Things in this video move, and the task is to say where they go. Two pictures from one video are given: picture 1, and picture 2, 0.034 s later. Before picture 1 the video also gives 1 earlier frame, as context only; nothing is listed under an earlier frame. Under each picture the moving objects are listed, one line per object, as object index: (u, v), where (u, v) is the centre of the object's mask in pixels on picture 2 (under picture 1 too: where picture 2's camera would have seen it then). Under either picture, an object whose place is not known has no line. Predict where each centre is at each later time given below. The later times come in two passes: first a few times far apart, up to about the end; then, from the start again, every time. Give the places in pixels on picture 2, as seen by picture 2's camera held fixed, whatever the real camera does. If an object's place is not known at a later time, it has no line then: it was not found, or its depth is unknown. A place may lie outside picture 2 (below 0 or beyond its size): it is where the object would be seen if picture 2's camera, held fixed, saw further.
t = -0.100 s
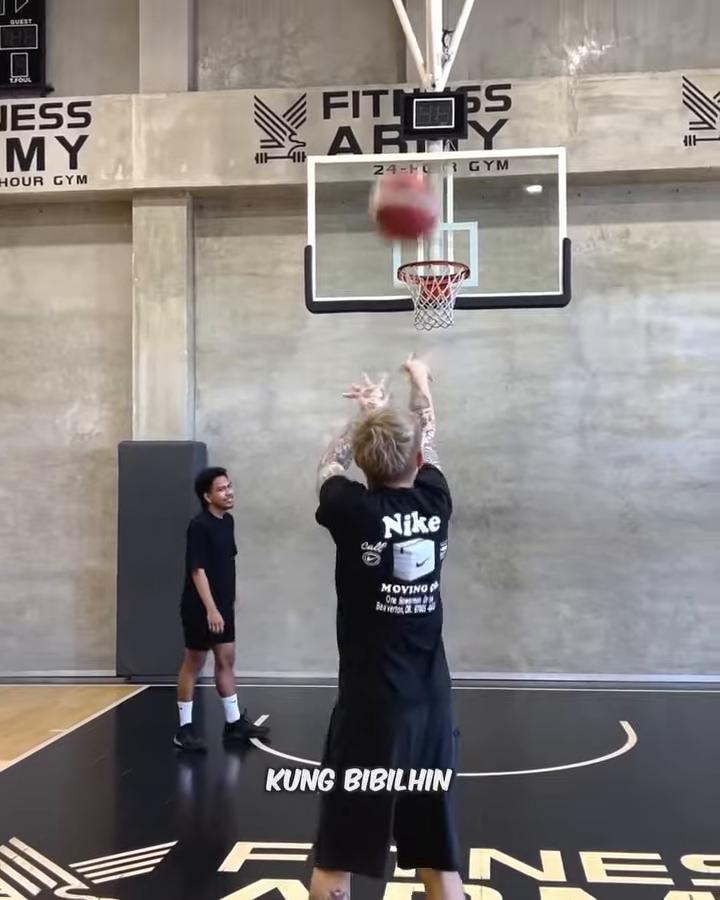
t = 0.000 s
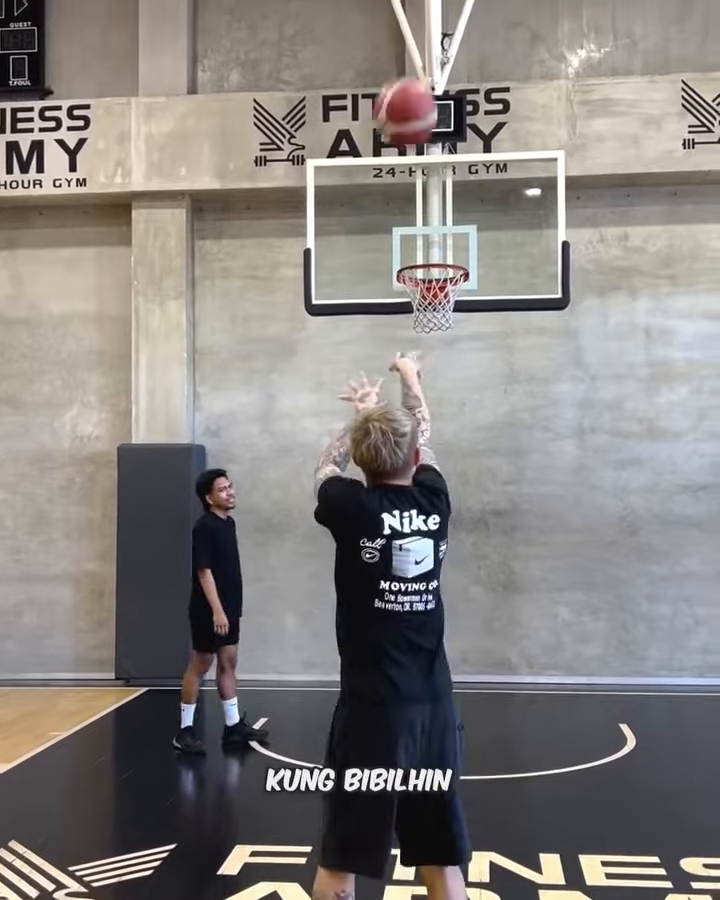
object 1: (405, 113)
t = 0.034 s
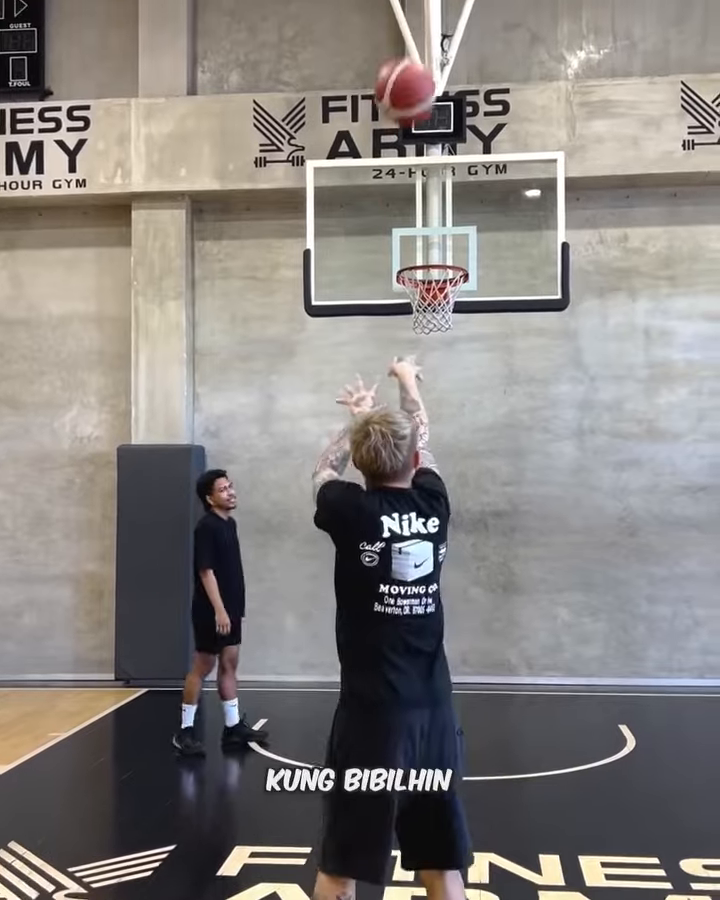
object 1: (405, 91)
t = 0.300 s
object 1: (408, 33)
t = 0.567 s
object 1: (411, 109)
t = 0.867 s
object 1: (411, 238)
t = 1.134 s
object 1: (392, 243)
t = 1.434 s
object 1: (371, 325)
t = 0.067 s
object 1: (405, 72)
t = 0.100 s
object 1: (405, 57)
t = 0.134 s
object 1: (406, 46)
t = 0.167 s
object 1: (406, 39)
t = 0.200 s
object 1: (407, 34)
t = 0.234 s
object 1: (408, 31)
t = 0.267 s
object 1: (408, 31)
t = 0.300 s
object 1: (408, 33)
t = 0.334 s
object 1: (409, 36)
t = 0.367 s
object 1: (409, 41)
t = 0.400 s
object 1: (410, 48)
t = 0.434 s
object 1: (410, 59)
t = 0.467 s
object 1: (408, 68)
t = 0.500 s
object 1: (410, 80)
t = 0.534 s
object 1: (411, 94)
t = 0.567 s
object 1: (411, 109)
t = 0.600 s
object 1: (412, 124)
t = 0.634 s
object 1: (413, 142)
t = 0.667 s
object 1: (414, 161)
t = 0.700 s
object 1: (414, 182)
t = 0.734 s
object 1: (414, 201)
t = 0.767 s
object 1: (414, 222)
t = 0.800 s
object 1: (415, 244)
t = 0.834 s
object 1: (413, 245)
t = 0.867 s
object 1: (411, 238)
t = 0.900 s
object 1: (409, 233)
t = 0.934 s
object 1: (406, 230)
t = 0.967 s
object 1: (403, 228)
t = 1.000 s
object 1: (401, 227)
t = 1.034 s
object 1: (398, 229)
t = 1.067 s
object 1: (396, 232)
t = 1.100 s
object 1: (393, 237)
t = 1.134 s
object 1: (392, 243)
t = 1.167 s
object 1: (389, 251)
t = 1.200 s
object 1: (386, 261)
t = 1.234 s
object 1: (384, 270)
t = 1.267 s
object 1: (383, 281)
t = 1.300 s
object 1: (379, 296)
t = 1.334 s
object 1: (378, 304)
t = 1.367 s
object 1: (376, 309)
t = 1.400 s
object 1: (373, 317)
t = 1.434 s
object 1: (371, 325)
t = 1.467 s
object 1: (370, 336)
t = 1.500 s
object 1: (367, 348)
